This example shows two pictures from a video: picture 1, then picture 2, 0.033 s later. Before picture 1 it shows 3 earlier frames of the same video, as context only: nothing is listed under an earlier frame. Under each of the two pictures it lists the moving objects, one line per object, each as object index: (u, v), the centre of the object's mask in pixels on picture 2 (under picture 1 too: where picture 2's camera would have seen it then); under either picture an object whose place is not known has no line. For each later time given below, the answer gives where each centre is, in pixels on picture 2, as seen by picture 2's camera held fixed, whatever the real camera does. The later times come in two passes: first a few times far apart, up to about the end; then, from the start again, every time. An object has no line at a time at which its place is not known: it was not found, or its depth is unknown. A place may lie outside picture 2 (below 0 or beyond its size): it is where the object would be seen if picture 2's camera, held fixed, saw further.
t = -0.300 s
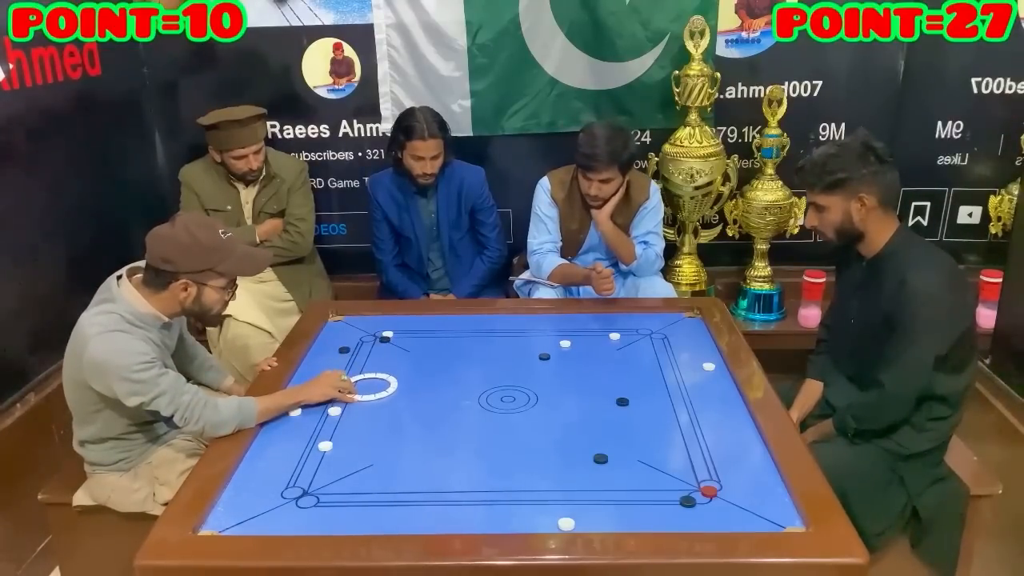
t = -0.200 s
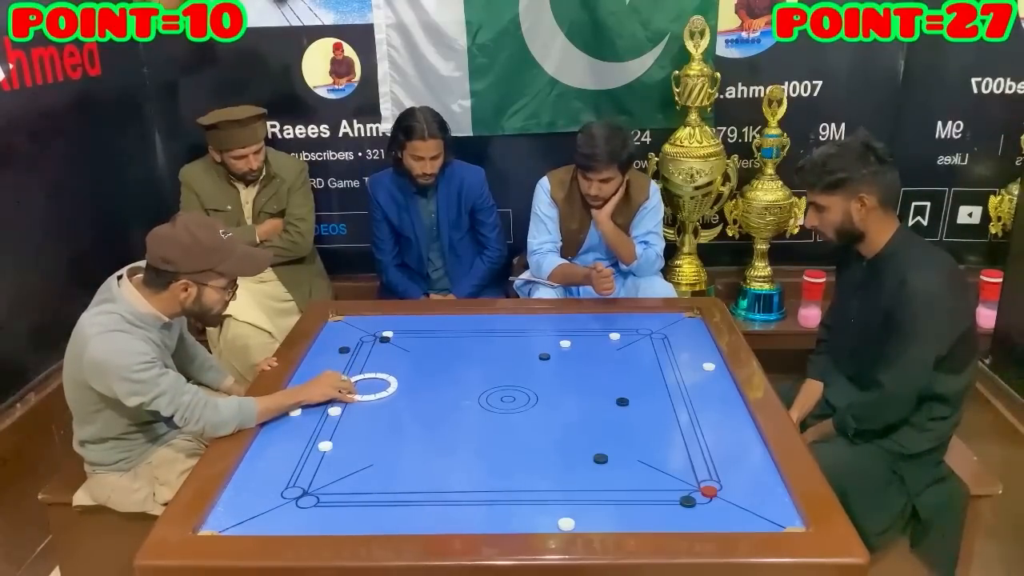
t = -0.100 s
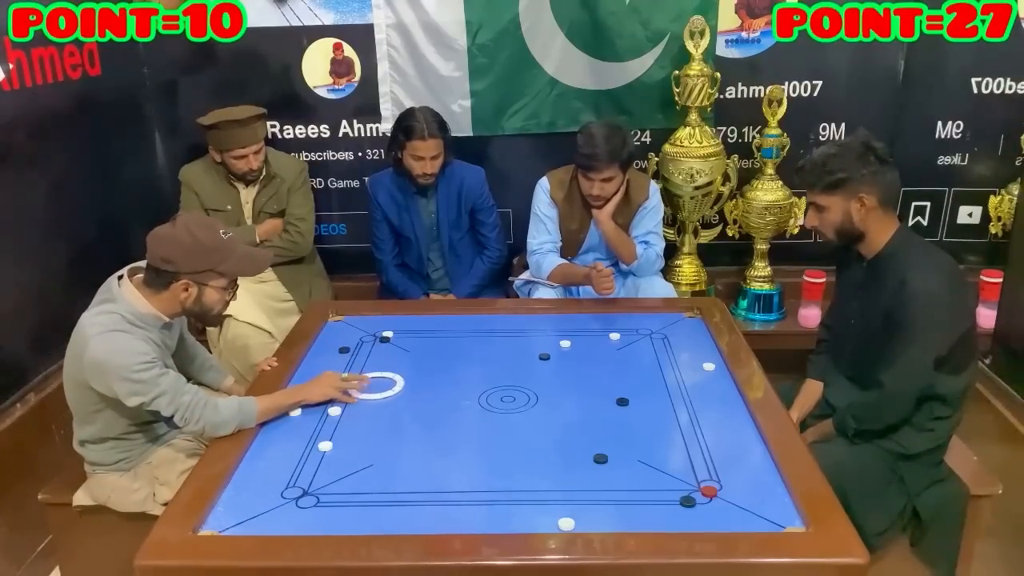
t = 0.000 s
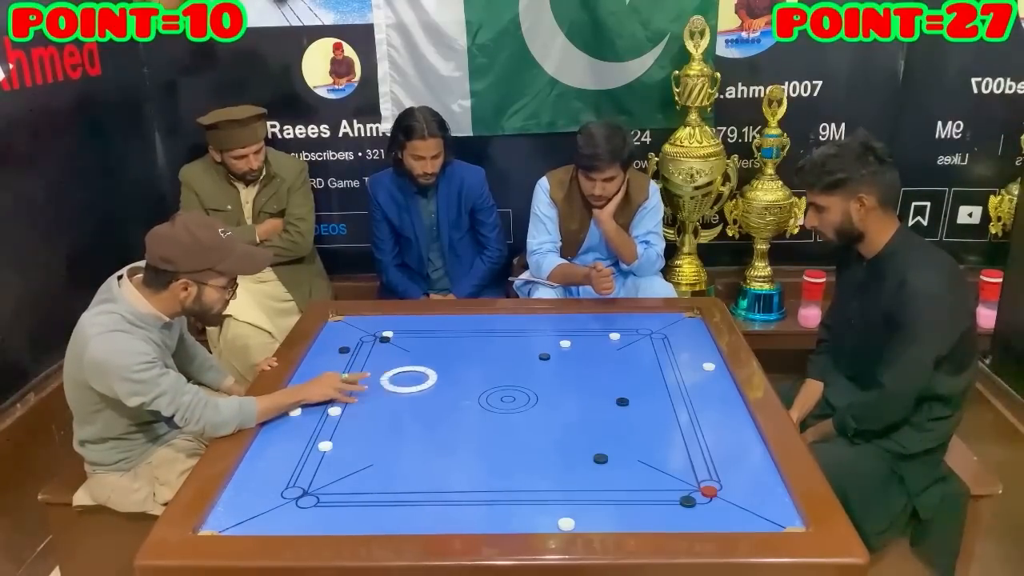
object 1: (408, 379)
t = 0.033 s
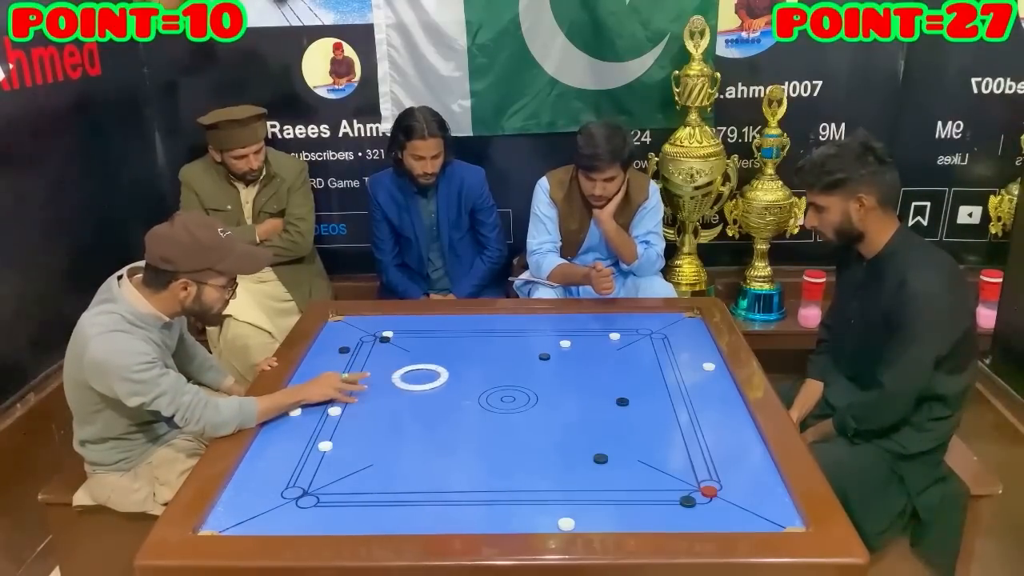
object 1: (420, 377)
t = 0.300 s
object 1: (505, 362)
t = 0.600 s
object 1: (574, 350)
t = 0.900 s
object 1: (626, 342)
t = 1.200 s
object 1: (666, 338)
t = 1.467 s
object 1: (681, 336)
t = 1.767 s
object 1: (658, 338)
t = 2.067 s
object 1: (637, 339)
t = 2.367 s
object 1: (620, 340)
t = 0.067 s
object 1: (431, 375)
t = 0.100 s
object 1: (442, 373)
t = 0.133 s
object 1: (453, 371)
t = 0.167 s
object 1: (464, 369)
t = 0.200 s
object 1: (474, 367)
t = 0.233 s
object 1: (485, 365)
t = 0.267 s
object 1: (495, 364)
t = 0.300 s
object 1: (505, 362)
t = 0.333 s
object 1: (515, 360)
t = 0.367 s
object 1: (523, 358)
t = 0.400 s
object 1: (531, 357)
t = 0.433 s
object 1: (539, 355)
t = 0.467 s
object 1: (547, 354)
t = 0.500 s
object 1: (554, 353)
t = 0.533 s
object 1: (560, 352)
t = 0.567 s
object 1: (567, 351)
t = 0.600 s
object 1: (574, 350)
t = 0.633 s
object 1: (580, 348)
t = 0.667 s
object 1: (587, 347)
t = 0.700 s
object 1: (593, 346)
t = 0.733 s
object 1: (599, 346)
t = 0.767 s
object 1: (604, 345)
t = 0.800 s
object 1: (610, 344)
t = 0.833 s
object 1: (615, 344)
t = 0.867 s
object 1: (621, 343)
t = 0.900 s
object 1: (626, 342)
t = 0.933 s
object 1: (631, 341)
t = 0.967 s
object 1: (636, 341)
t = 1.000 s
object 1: (641, 340)
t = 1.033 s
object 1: (646, 340)
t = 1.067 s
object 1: (651, 339)
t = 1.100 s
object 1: (655, 339)
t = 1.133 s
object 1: (659, 338)
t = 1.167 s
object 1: (662, 338)
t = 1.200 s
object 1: (666, 338)
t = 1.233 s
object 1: (669, 337)
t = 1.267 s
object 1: (673, 337)
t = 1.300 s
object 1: (676, 337)
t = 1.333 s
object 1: (680, 336)
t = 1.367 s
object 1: (683, 336)
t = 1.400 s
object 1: (686, 336)
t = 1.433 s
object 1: (683, 336)
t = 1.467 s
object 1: (681, 336)
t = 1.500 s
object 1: (678, 337)
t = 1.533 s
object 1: (675, 337)
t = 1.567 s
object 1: (673, 337)
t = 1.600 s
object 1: (670, 337)
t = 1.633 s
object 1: (668, 337)
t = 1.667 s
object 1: (665, 337)
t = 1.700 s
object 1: (663, 338)
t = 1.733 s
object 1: (660, 338)
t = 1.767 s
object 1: (658, 338)
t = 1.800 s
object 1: (655, 338)
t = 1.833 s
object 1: (653, 338)
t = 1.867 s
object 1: (651, 338)
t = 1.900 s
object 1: (648, 338)
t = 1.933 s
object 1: (646, 338)
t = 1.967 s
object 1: (644, 338)
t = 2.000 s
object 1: (642, 339)
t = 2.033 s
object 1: (639, 339)
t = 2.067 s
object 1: (637, 339)
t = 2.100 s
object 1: (635, 339)
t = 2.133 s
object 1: (633, 339)
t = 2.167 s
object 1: (631, 339)
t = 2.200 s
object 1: (629, 339)
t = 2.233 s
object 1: (627, 339)
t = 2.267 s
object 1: (625, 339)
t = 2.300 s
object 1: (623, 339)
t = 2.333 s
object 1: (621, 340)
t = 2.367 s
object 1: (620, 340)
